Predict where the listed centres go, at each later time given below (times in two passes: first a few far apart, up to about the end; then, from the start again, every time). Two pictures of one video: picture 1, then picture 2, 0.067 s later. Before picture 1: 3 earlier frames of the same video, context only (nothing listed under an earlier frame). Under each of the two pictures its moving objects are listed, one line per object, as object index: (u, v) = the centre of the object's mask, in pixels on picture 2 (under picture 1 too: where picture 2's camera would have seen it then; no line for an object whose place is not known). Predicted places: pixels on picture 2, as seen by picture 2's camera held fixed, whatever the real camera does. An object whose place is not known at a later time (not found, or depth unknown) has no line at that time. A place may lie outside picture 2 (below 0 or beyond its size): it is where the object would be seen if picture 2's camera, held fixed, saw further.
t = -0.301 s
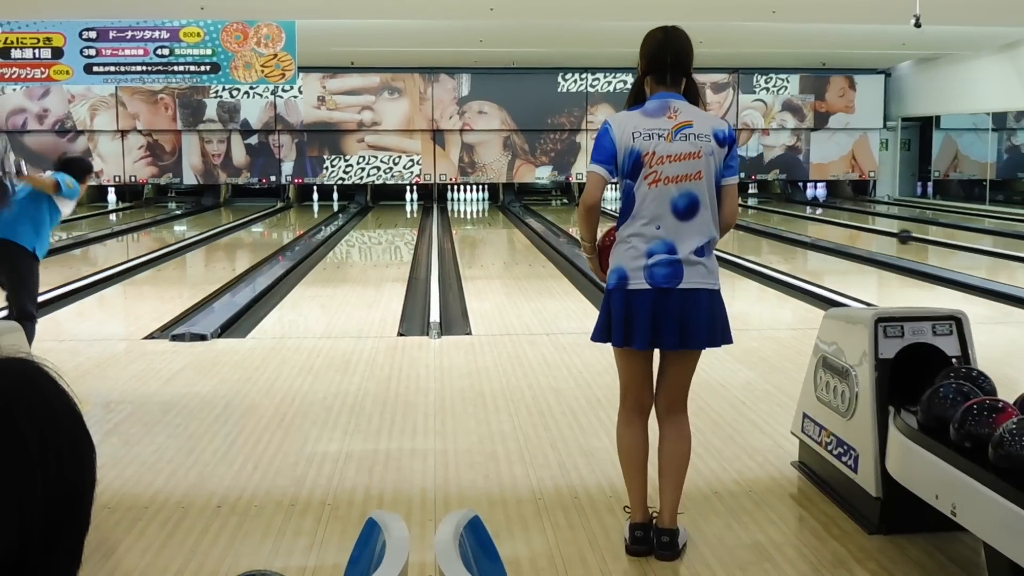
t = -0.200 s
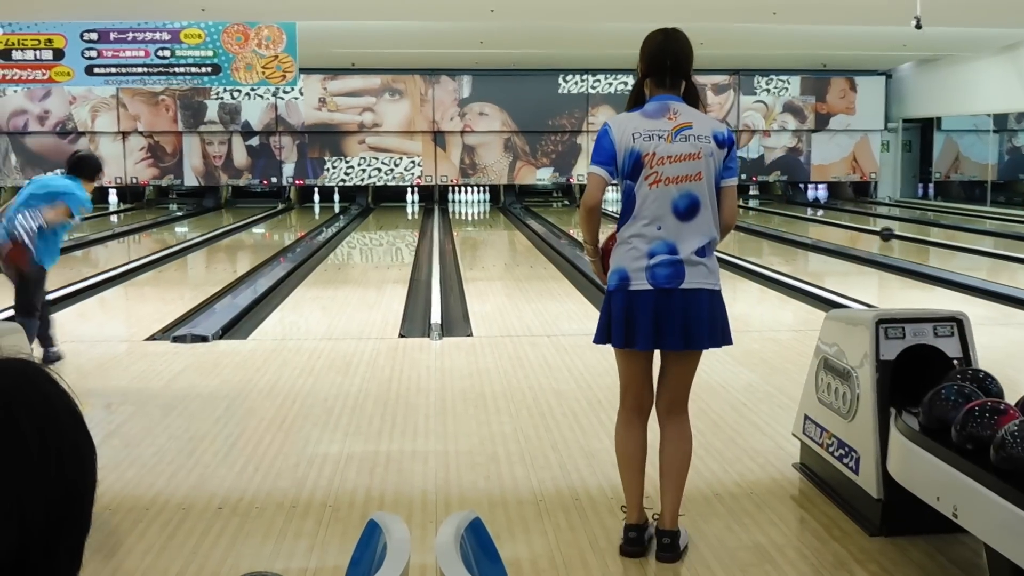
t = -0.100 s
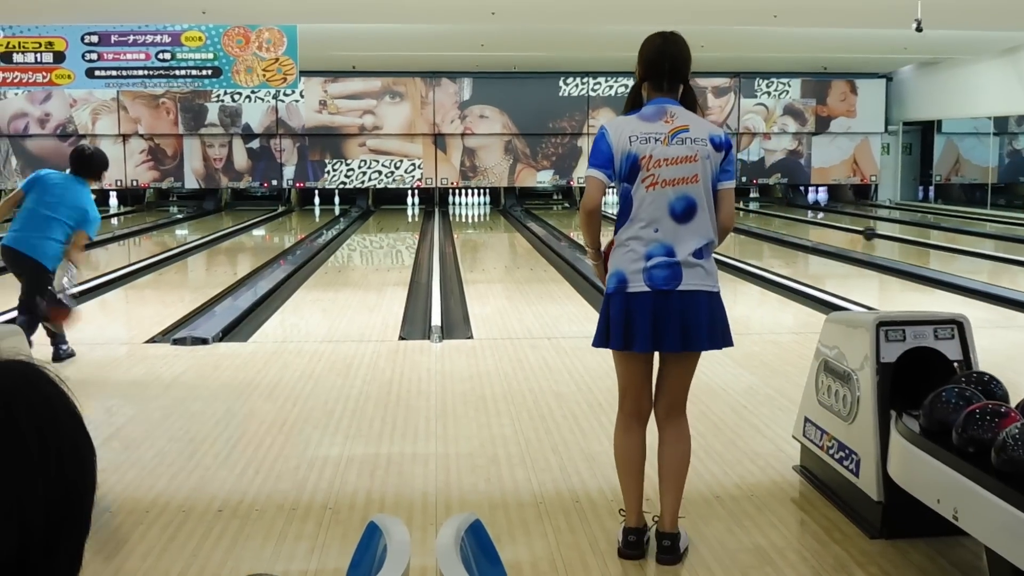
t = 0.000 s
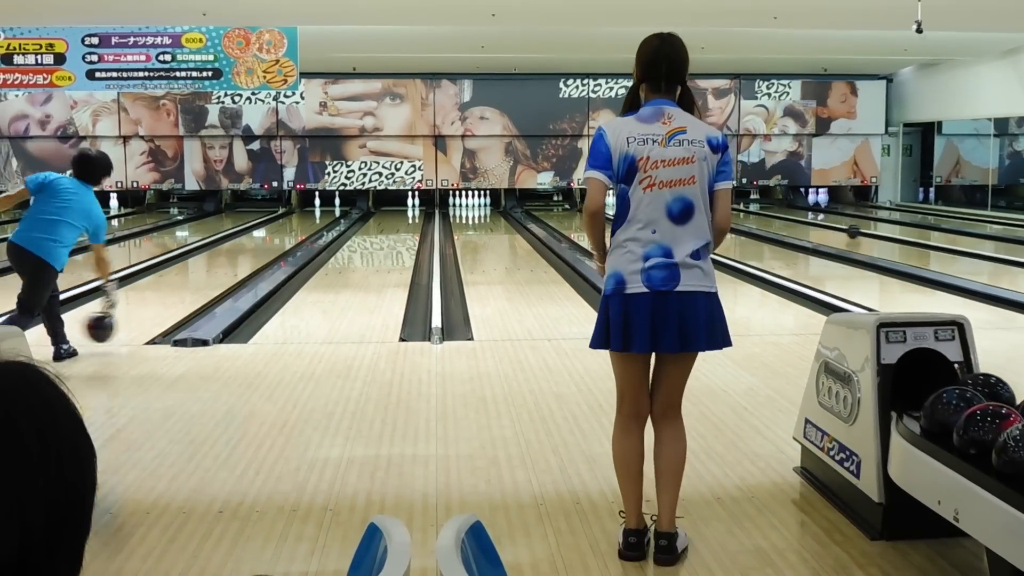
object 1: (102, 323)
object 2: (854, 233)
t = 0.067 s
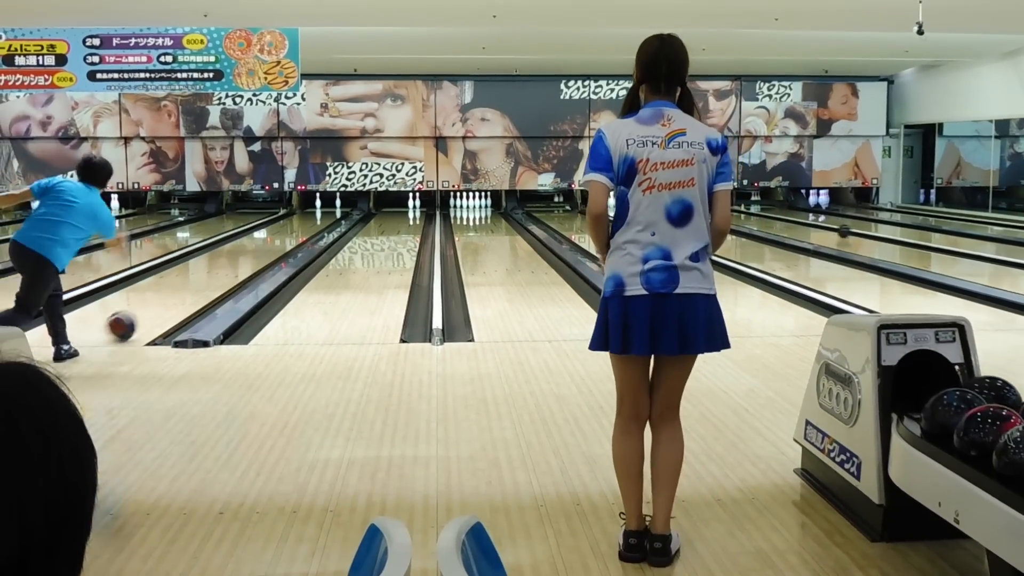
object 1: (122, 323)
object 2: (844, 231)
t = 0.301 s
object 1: (174, 291)
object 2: (812, 225)
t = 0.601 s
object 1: (217, 263)
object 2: (777, 218)
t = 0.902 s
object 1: (245, 246)
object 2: (747, 212)
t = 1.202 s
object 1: (264, 234)
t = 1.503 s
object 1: (276, 224)
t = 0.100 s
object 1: (131, 317)
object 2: (839, 230)
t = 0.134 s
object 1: (139, 311)
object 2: (834, 229)
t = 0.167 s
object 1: (147, 306)
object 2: (829, 228)
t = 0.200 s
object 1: (154, 302)
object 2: (825, 227)
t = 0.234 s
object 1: (161, 298)
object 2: (820, 227)
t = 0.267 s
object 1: (167, 294)
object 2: (816, 226)
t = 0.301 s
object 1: (174, 291)
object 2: (812, 225)
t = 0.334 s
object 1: (180, 287)
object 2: (807, 225)
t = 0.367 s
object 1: (185, 283)
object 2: (803, 224)
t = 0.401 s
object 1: (191, 280)
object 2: (799, 223)
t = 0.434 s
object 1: (196, 276)
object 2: (796, 222)
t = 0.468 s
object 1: (200, 273)
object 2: (792, 222)
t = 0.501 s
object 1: (205, 271)
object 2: (788, 221)
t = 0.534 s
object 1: (209, 270)
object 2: (784, 220)
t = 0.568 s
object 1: (213, 266)
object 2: (780, 219)
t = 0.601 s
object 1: (217, 263)
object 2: (777, 218)
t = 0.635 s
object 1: (220, 261)
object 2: (773, 218)
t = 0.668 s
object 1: (224, 258)
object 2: (770, 217)
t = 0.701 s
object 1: (227, 256)
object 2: (766, 217)
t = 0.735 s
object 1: (231, 256)
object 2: (763, 216)
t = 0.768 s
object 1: (233, 254)
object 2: (760, 215)
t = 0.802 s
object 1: (236, 251)
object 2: (756, 215)
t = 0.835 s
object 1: (239, 249)
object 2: (754, 213)
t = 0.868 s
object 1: (242, 247)
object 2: (750, 213)
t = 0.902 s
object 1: (245, 246)
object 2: (747, 212)
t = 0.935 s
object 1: (247, 245)
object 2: (744, 212)
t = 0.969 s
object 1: (250, 244)
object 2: (744, 214)
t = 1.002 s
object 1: (252, 241)
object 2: (743, 214)
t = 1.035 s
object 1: (254, 240)
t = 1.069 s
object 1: (256, 238)
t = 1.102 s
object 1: (258, 237)
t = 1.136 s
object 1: (260, 235)
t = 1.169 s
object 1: (262, 234)
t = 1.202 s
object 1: (264, 234)
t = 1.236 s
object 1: (265, 233)
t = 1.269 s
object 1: (266, 231)
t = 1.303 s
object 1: (268, 230)
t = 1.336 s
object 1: (269, 229)
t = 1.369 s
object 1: (271, 228)
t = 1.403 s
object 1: (272, 228)
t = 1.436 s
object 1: (273, 226)
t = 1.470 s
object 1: (275, 225)
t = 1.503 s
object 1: (276, 224)
